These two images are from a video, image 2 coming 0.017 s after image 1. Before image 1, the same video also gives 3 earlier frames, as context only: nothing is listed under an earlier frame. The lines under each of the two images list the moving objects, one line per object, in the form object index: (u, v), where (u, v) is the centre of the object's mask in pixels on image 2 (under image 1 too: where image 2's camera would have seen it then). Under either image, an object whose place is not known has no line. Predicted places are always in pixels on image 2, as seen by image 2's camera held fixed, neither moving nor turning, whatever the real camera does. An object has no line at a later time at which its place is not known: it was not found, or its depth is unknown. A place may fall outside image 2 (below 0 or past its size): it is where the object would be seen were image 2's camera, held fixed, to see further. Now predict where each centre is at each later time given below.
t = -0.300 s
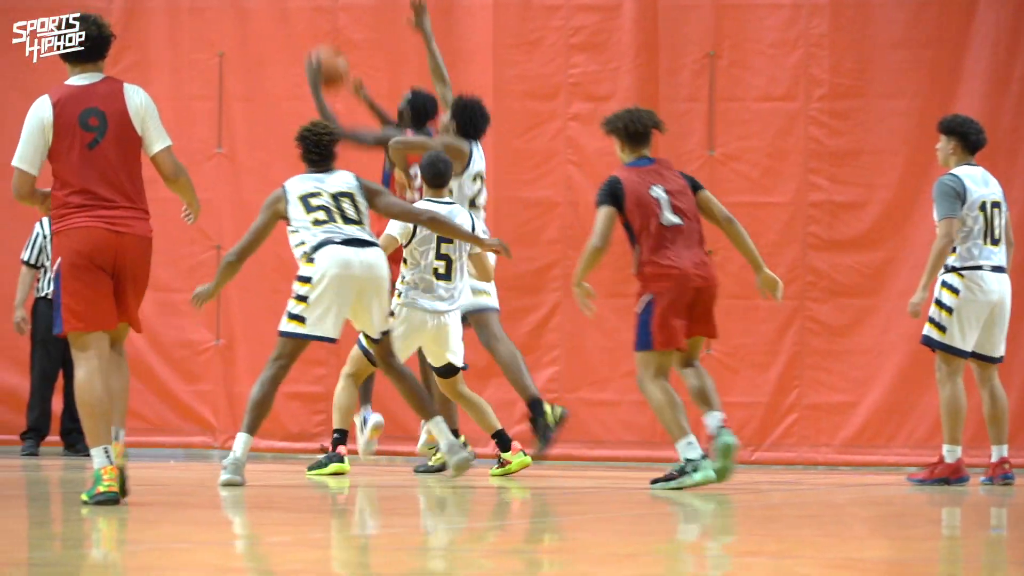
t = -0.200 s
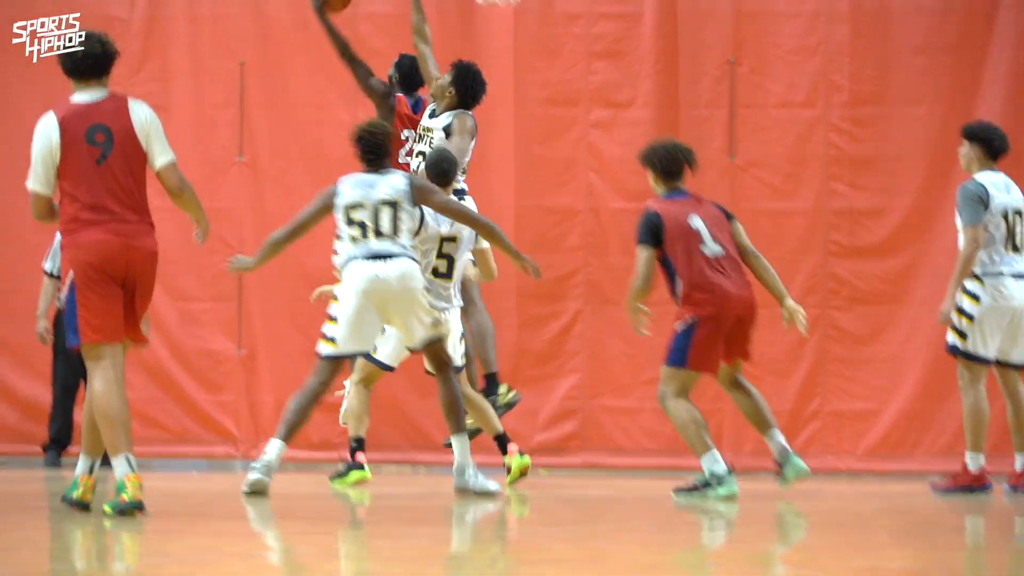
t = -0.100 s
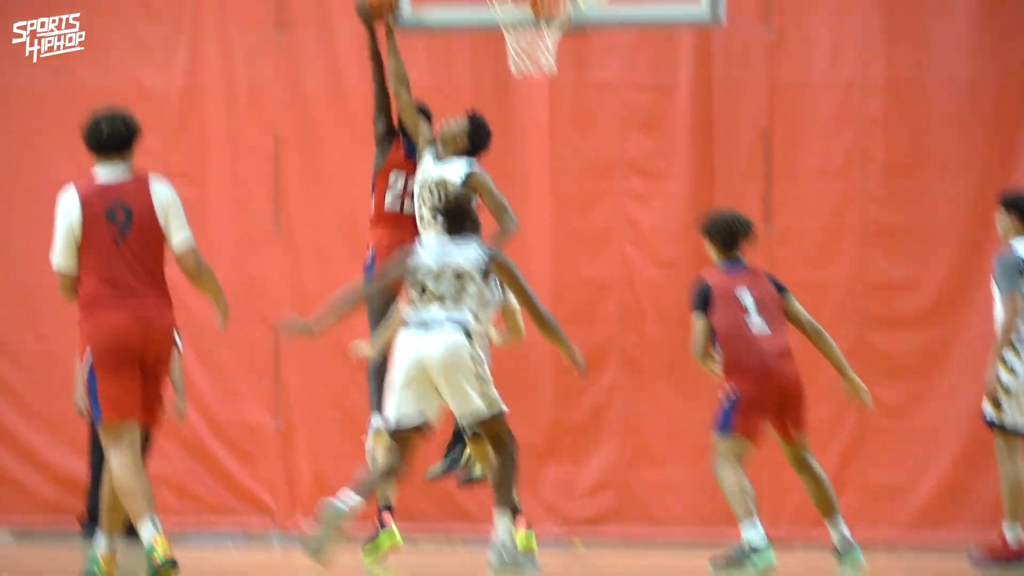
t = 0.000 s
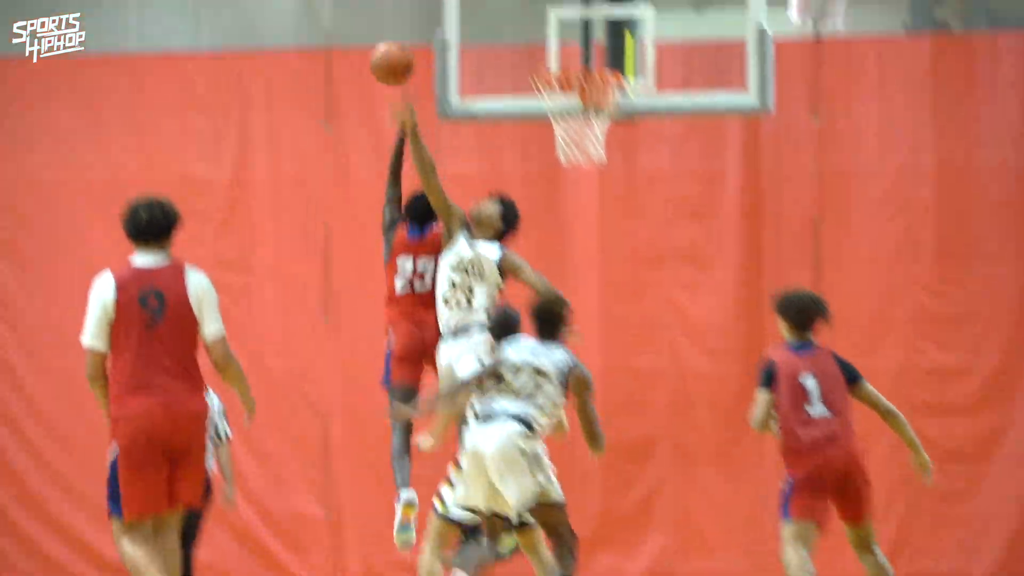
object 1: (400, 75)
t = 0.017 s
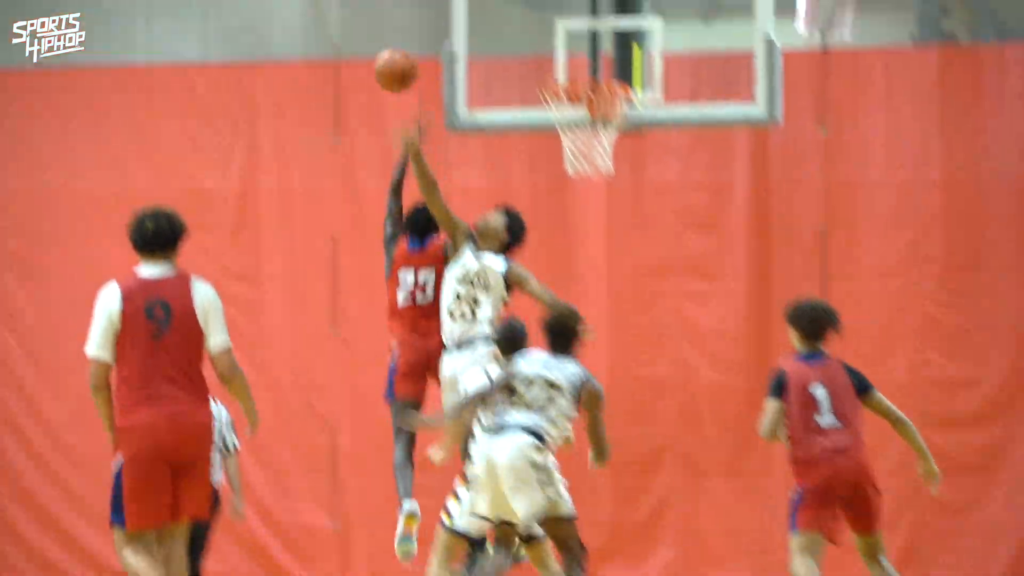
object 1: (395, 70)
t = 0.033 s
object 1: (391, 64)
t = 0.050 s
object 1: (387, 61)
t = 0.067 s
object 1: (383, 58)
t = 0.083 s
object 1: (380, 54)
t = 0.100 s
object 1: (376, 52)
